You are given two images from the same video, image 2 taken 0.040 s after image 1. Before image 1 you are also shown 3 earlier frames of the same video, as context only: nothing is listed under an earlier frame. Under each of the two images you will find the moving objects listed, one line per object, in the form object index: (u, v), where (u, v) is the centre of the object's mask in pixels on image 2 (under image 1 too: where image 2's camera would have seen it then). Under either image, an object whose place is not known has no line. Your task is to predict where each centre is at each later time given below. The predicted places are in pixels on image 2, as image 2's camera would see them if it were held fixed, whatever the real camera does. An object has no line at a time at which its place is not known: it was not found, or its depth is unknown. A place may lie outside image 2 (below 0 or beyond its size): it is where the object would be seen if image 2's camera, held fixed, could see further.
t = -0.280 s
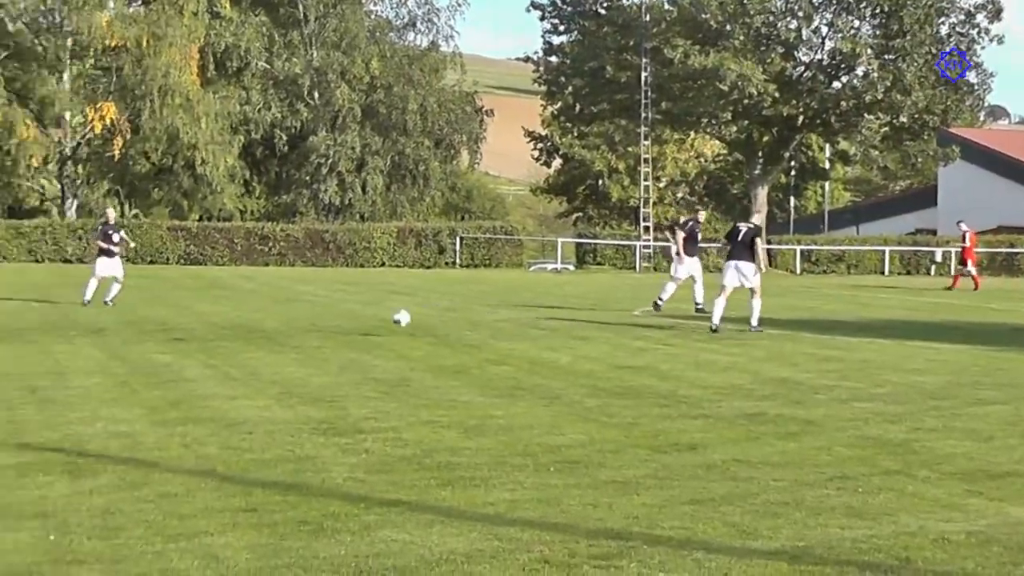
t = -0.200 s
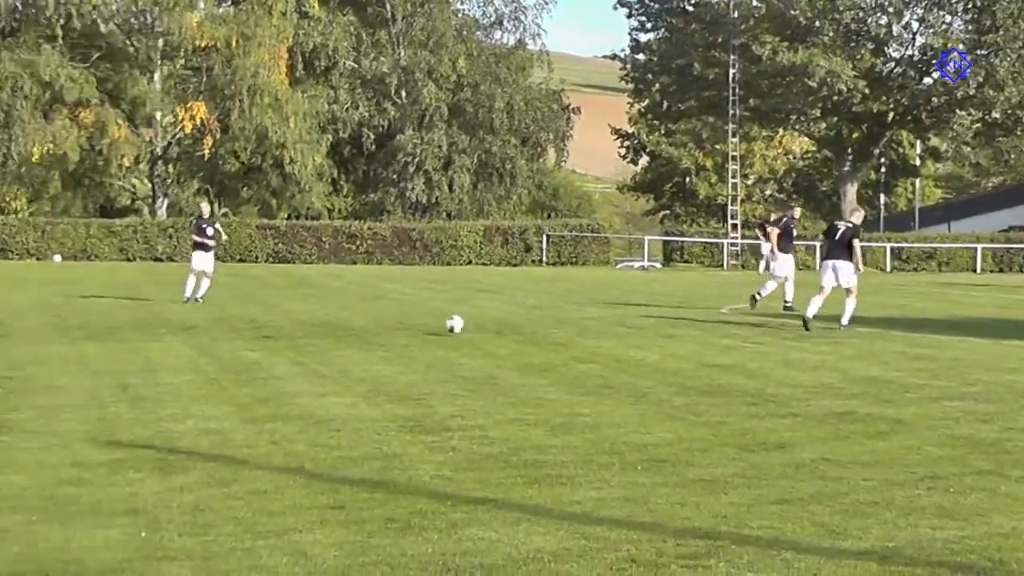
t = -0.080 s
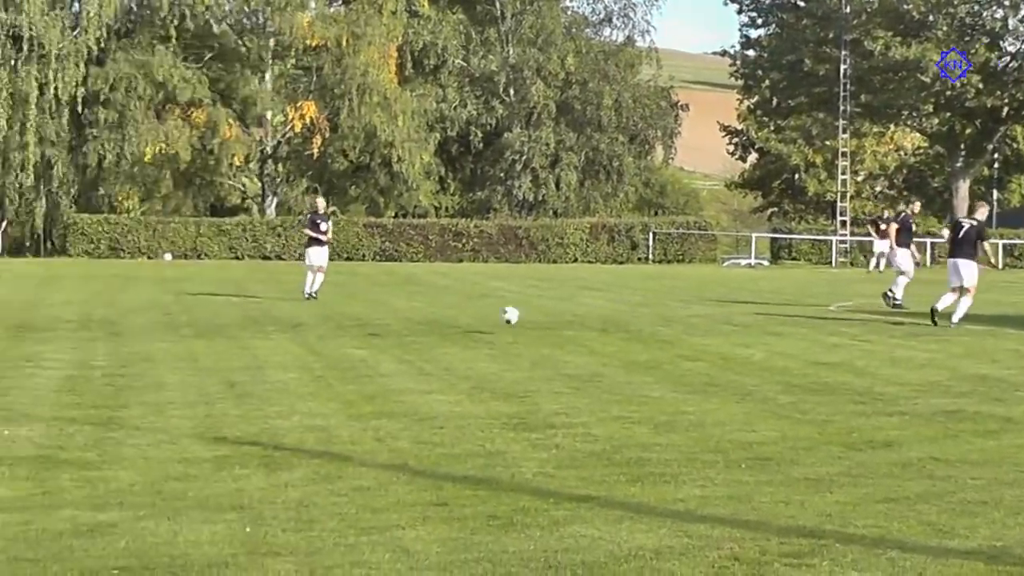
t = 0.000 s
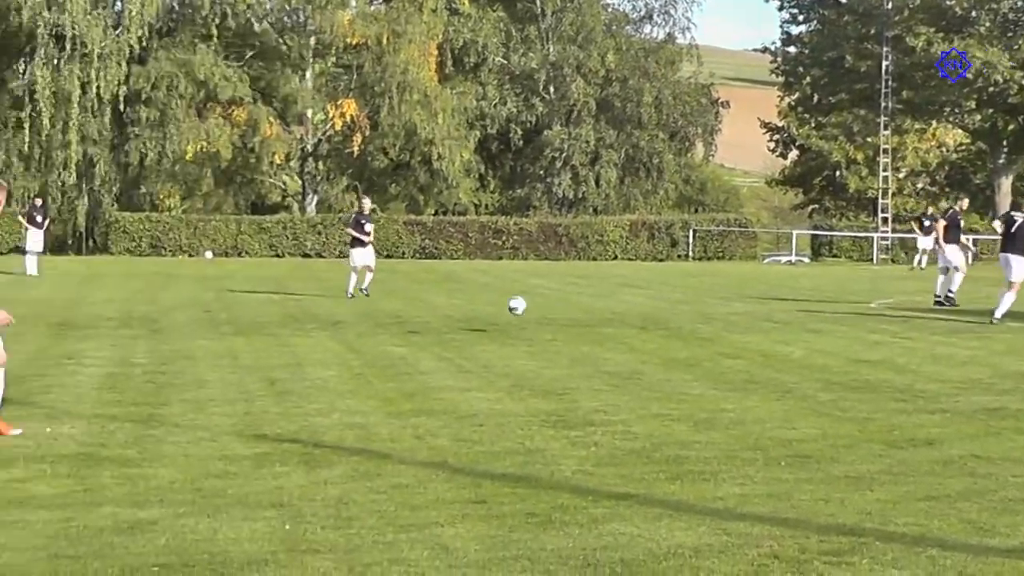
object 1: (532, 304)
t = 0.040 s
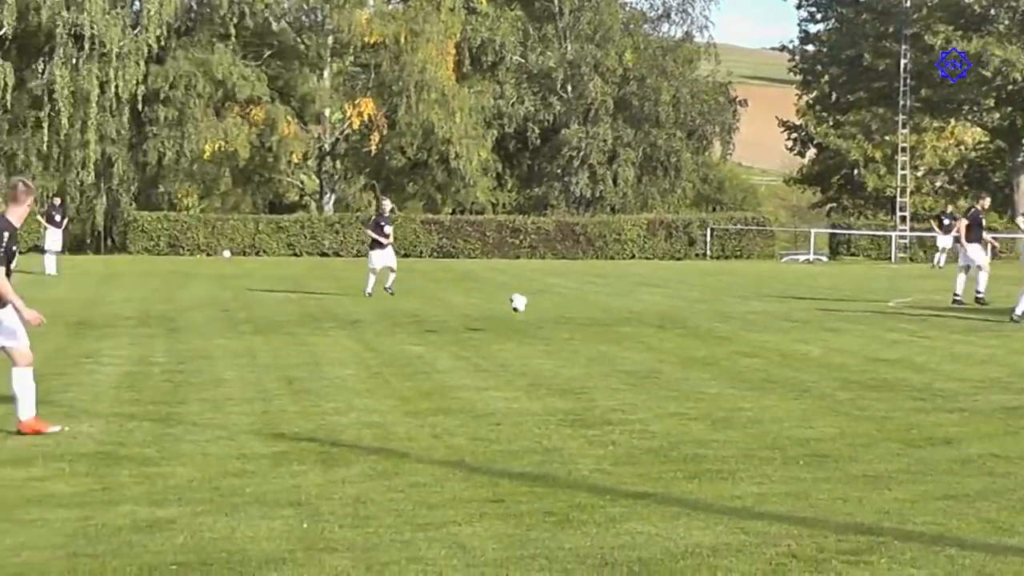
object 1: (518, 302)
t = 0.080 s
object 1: (503, 303)
